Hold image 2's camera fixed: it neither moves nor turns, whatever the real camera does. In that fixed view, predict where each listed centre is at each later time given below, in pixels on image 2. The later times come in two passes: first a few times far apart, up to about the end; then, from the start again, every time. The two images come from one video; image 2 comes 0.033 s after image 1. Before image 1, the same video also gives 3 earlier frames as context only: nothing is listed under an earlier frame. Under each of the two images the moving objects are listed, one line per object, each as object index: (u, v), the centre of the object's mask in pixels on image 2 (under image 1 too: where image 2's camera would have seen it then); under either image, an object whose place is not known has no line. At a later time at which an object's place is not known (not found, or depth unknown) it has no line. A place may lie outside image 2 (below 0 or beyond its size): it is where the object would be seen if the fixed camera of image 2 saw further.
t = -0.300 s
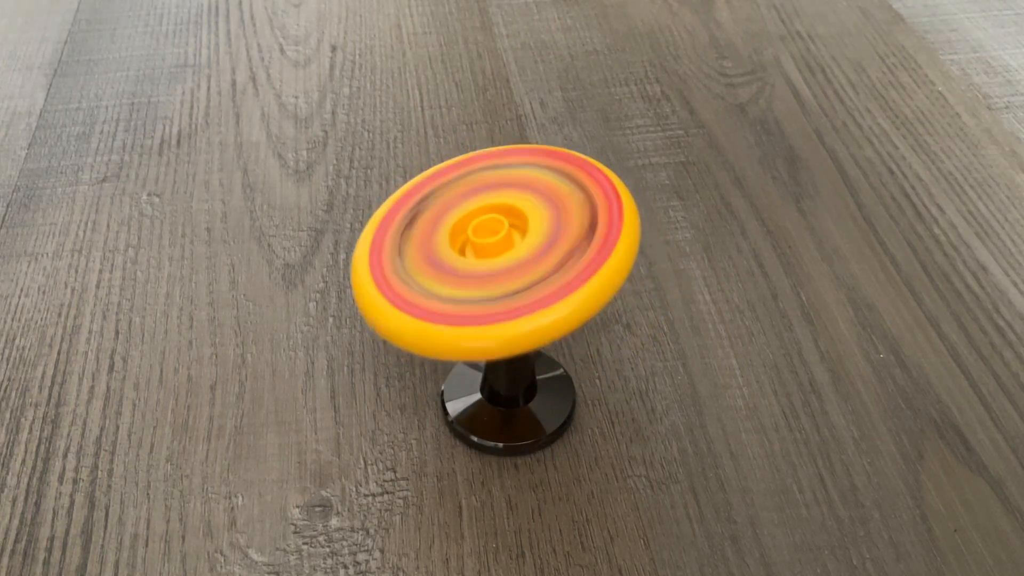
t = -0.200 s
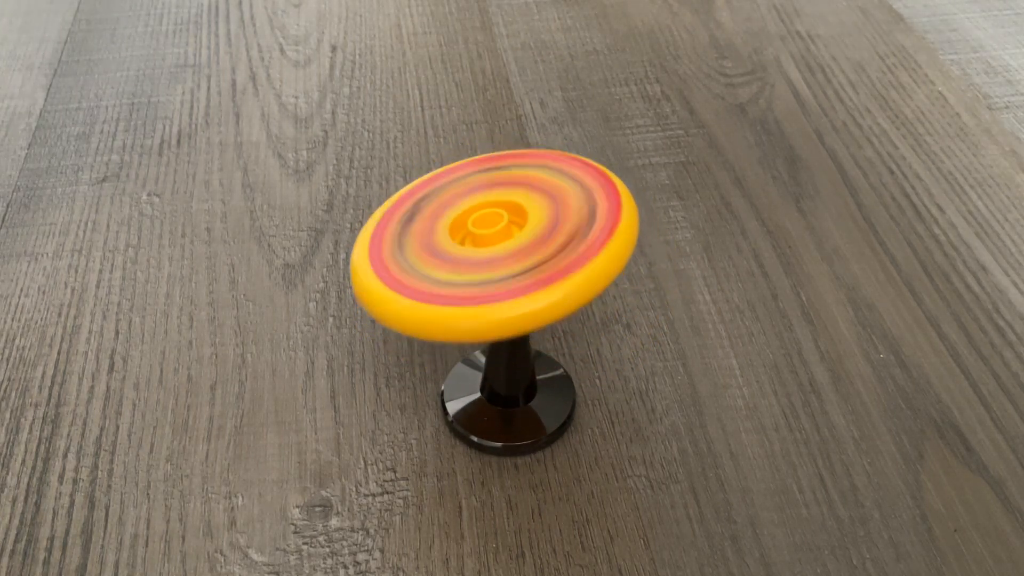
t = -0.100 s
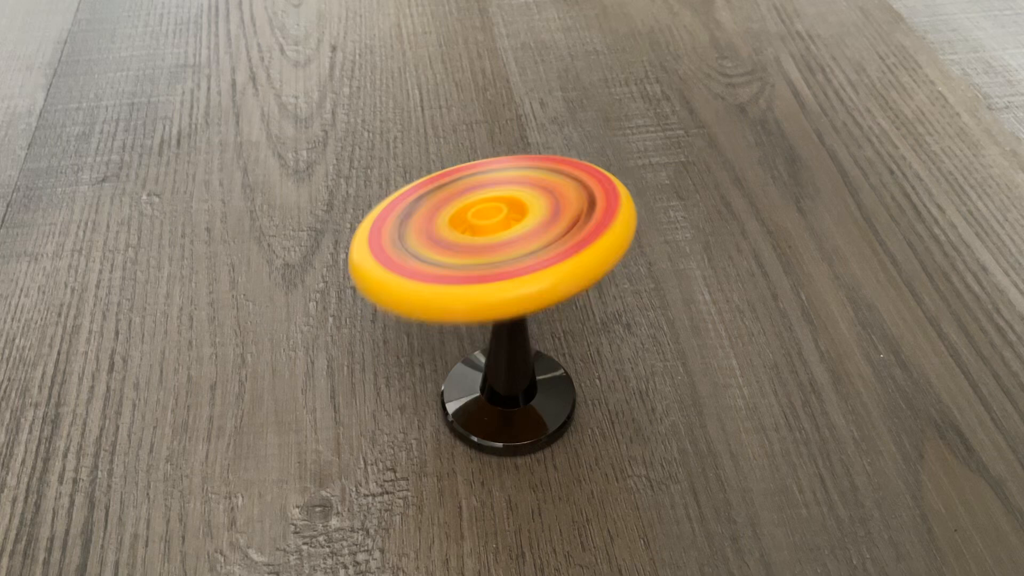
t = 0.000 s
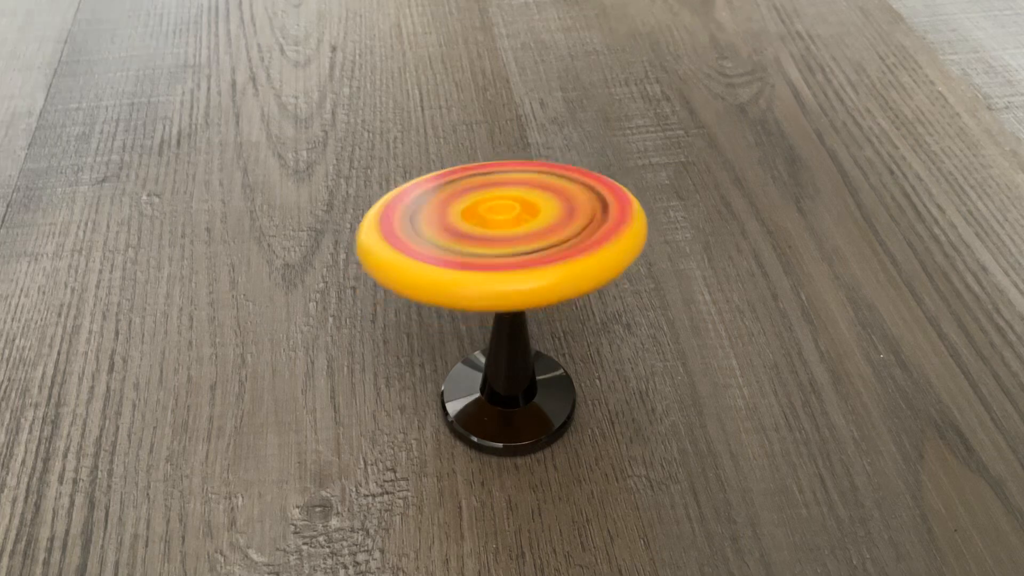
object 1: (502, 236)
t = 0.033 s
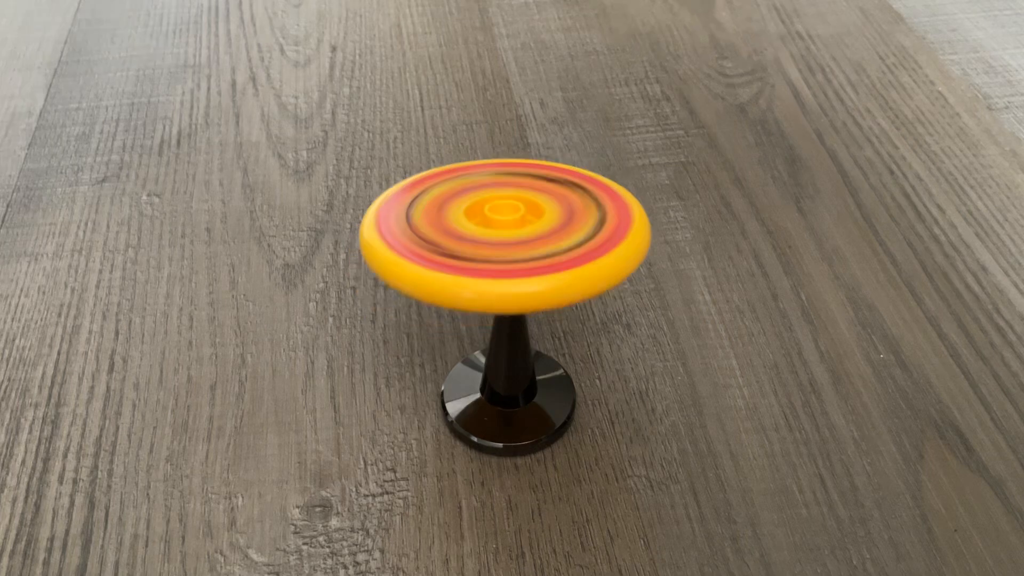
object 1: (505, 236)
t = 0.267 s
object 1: (520, 240)
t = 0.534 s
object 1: (522, 254)
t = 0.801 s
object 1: (504, 260)
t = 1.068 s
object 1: (497, 245)
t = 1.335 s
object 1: (510, 236)
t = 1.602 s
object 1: (522, 249)
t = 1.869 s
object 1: (517, 261)
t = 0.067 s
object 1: (506, 236)
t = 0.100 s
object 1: (510, 235)
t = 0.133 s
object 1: (512, 235)
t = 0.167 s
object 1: (514, 236)
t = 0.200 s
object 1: (517, 237)
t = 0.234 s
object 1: (520, 238)
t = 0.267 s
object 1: (520, 240)
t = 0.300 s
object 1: (522, 243)
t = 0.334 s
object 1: (524, 244)
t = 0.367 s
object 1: (522, 246)
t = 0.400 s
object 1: (523, 249)
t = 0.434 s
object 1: (523, 250)
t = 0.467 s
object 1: (522, 251)
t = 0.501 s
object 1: (521, 251)
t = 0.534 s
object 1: (522, 254)
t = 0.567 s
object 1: (523, 256)
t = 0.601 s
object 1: (522, 259)
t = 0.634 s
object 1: (520, 261)
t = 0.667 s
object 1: (516, 263)
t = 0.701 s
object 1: (512, 263)
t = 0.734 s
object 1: (509, 263)
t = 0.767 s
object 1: (508, 261)
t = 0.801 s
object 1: (504, 260)
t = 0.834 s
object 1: (503, 258)
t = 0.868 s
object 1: (502, 257)
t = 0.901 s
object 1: (498, 255)
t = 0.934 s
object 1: (496, 254)
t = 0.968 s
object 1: (496, 252)
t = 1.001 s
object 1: (496, 249)
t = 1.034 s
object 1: (496, 247)
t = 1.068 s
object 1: (497, 245)
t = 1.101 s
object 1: (499, 244)
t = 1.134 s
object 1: (500, 241)
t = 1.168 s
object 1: (500, 240)
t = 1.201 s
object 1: (501, 240)
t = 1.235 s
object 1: (503, 238)
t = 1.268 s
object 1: (505, 235)
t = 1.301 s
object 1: (508, 235)
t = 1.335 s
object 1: (510, 236)
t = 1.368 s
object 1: (514, 237)
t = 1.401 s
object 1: (516, 237)
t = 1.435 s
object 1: (517, 239)
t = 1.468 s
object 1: (520, 241)
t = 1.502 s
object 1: (522, 242)
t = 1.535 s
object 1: (522, 244)
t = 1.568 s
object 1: (522, 247)
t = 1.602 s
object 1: (522, 249)
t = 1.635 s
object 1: (522, 250)
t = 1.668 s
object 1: (520, 252)
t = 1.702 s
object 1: (518, 254)
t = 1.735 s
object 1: (518, 255)
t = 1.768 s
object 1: (517, 255)
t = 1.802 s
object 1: (517, 255)
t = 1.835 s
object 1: (518, 256)
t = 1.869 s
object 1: (517, 261)
